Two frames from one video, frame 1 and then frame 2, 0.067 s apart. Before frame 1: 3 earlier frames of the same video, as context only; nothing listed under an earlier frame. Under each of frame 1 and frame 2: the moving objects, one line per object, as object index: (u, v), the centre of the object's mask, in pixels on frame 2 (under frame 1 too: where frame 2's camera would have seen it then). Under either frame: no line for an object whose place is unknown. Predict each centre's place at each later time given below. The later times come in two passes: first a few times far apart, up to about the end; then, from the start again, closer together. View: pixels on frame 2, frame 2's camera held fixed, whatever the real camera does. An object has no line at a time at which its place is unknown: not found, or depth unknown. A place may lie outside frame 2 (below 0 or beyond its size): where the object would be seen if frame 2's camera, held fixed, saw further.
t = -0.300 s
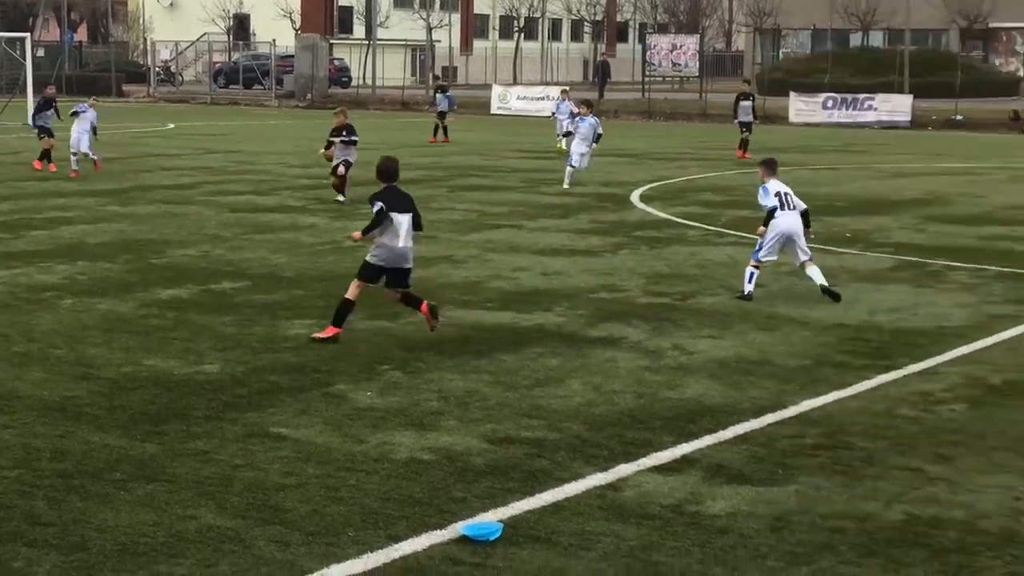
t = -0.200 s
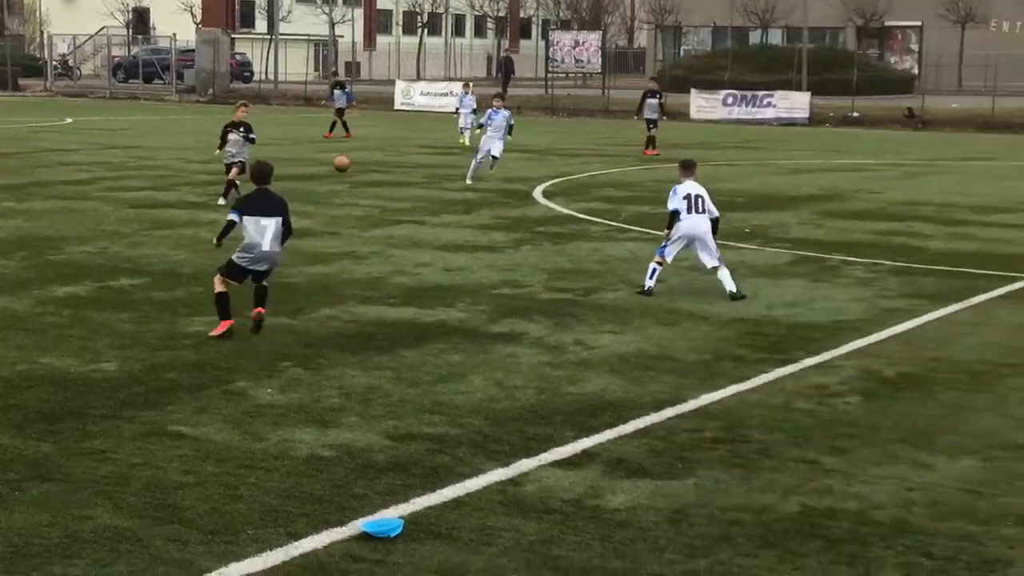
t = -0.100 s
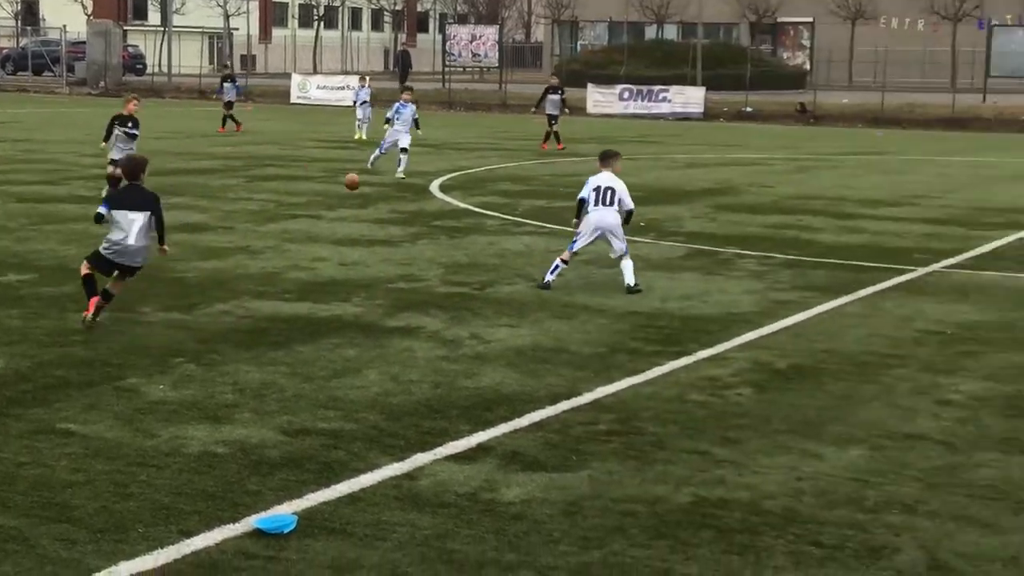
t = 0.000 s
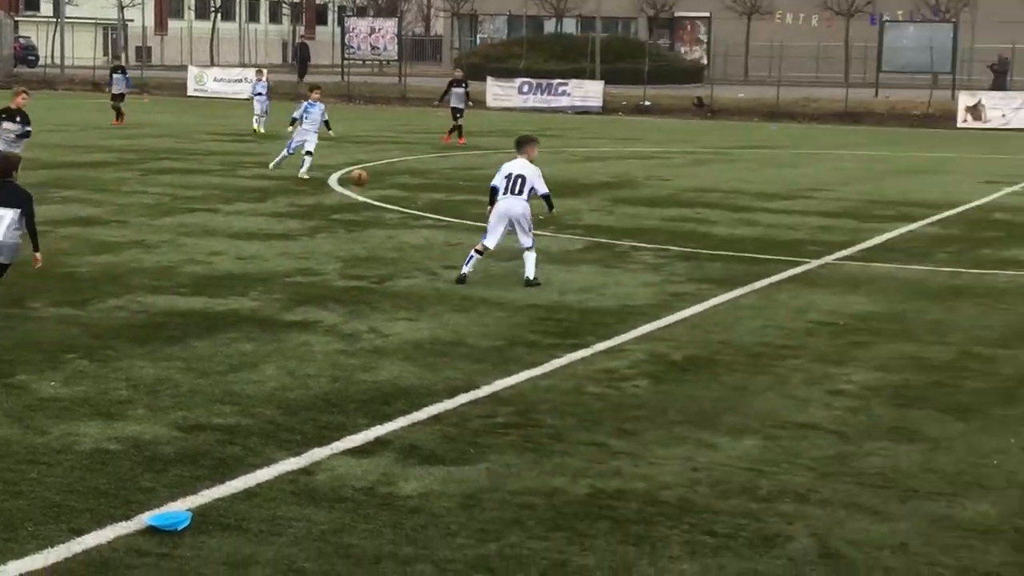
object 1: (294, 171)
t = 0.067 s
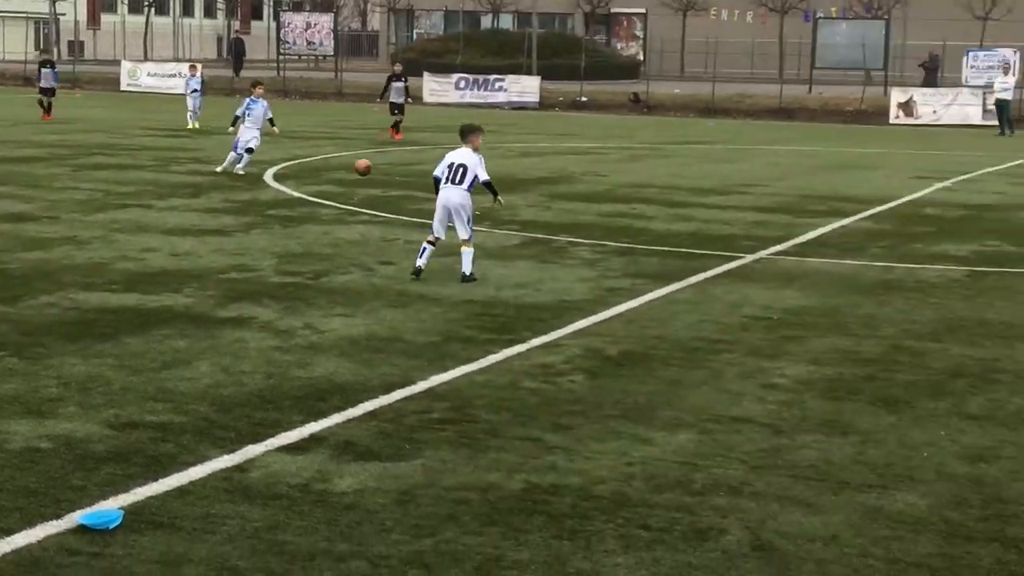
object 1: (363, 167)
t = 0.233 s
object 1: (540, 172)
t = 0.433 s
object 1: (759, 204)
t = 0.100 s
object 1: (397, 167)
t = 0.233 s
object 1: (540, 172)
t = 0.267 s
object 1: (576, 176)
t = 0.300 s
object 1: (613, 181)
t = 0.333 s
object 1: (650, 187)
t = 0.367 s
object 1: (688, 194)
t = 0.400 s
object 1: (726, 203)
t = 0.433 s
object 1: (759, 204)
